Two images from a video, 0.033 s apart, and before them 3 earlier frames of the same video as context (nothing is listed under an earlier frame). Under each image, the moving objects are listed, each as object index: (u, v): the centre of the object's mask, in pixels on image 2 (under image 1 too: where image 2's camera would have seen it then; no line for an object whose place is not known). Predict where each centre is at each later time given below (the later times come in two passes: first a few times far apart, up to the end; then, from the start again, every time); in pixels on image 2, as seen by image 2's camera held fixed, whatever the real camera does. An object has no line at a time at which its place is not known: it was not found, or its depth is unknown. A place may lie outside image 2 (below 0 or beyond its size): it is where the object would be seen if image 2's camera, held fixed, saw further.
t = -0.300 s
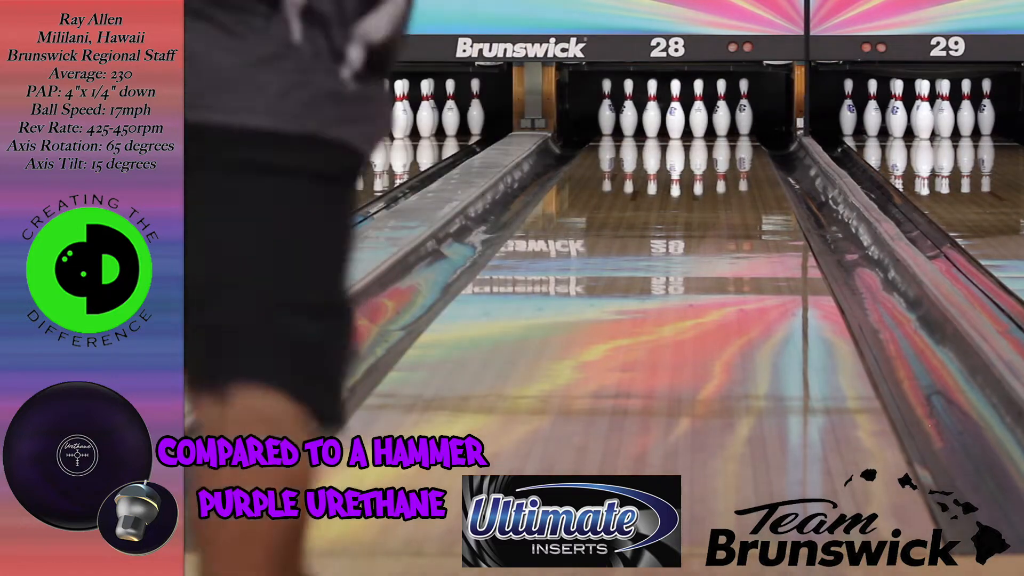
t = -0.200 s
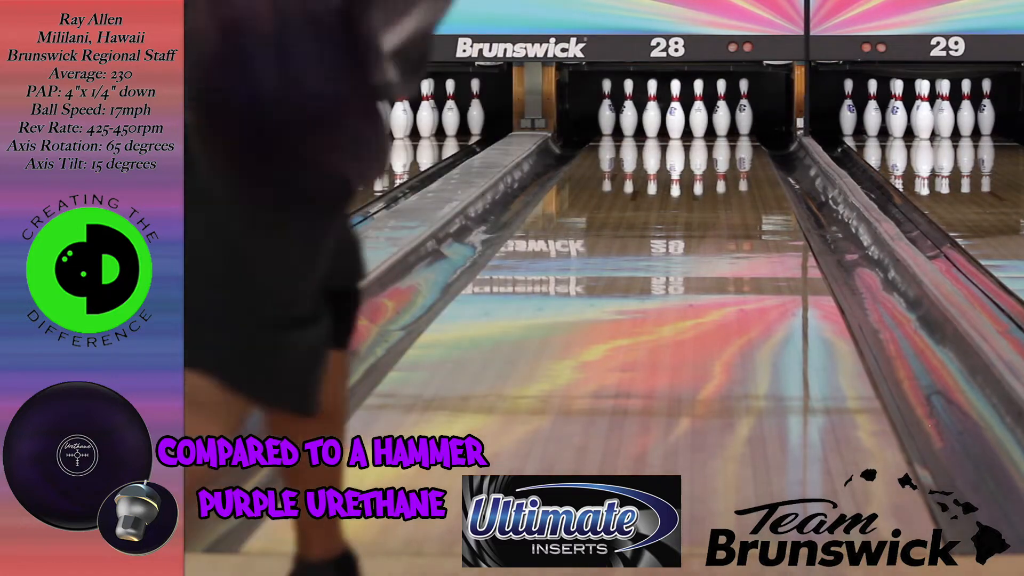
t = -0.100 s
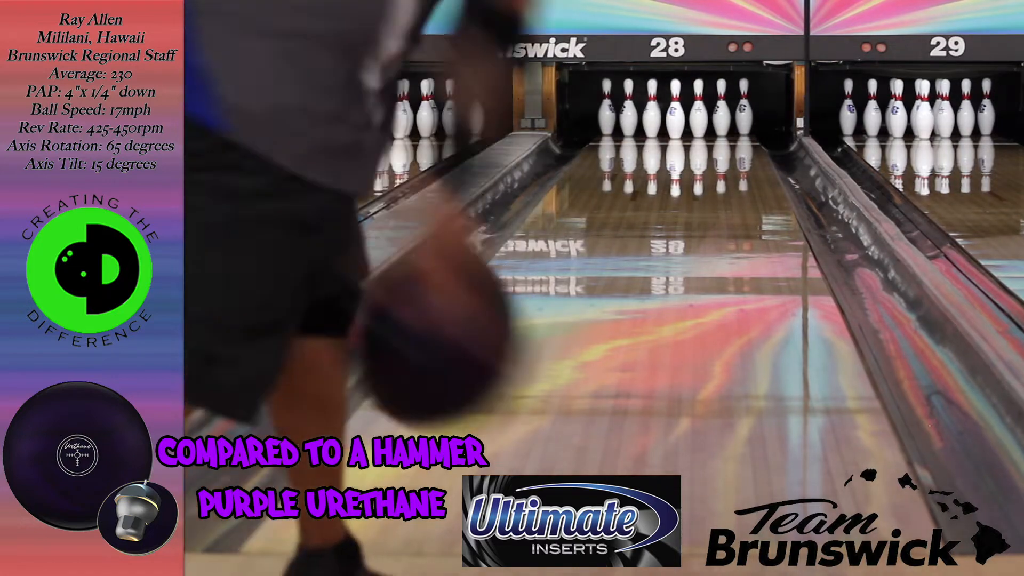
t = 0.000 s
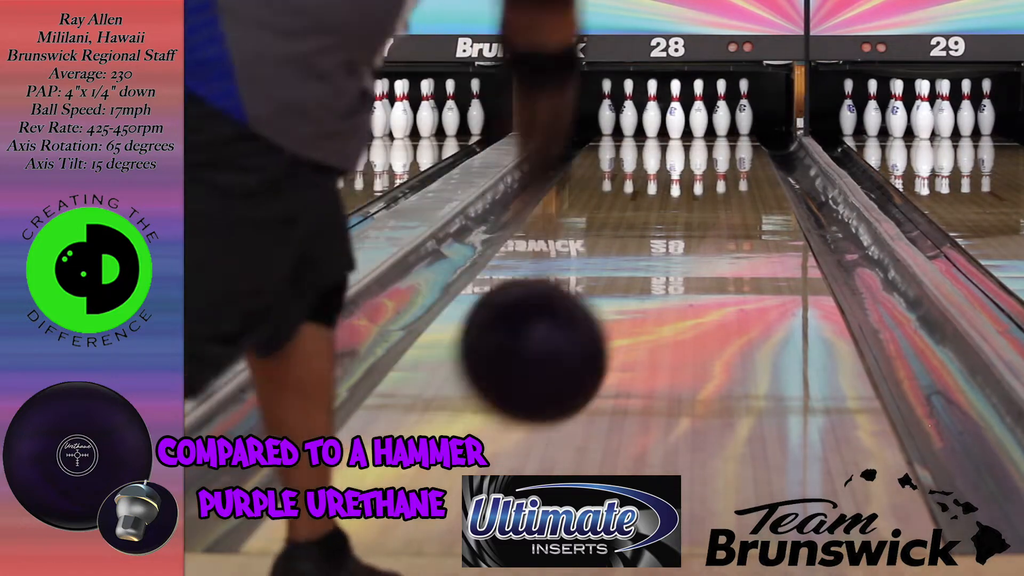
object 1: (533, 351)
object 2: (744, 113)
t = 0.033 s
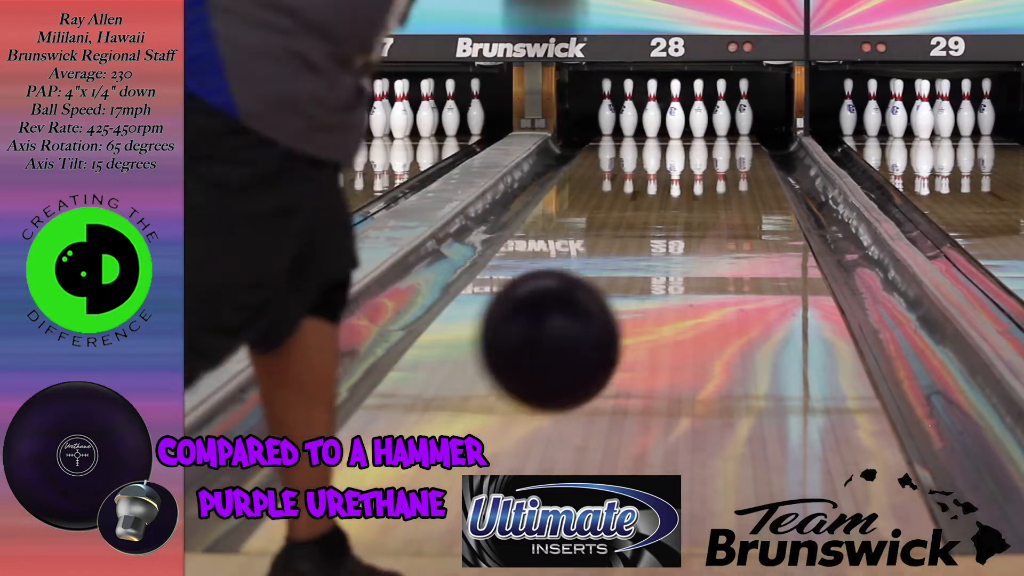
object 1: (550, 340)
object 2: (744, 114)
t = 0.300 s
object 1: (639, 340)
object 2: (744, 114)
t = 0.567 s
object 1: (686, 271)
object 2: (744, 114)
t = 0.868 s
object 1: (717, 225)
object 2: (744, 114)
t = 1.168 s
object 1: (735, 189)
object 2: (744, 113)
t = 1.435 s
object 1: (744, 167)
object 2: (744, 113)
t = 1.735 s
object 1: (745, 149)
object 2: (744, 107)
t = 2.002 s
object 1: (734, 136)
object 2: (744, 103)
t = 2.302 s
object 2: (744, 113)
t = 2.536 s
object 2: (746, 107)
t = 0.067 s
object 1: (565, 337)
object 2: (744, 114)
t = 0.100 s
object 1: (579, 341)
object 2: (744, 114)
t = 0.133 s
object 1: (591, 350)
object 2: (744, 114)
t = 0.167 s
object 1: (602, 367)
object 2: (744, 114)
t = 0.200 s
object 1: (613, 383)
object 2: (744, 114)
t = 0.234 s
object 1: (623, 365)
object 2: (744, 114)
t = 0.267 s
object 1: (631, 349)
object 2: (744, 114)
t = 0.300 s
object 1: (639, 340)
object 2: (744, 114)
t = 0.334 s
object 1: (647, 333)
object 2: (744, 114)
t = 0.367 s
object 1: (654, 323)
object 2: (744, 114)
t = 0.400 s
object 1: (660, 313)
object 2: (744, 114)
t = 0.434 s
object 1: (666, 302)
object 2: (744, 114)
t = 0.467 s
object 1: (671, 294)
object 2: (744, 114)
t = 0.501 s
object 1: (677, 286)
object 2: (744, 114)
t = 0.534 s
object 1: (682, 278)
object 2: (744, 114)
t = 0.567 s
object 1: (686, 271)
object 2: (744, 114)
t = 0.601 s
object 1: (690, 265)
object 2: (744, 114)
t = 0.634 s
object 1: (695, 259)
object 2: (744, 114)
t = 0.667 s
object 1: (699, 254)
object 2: (744, 114)
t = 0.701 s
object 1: (702, 249)
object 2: (744, 114)
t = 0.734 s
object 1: (705, 244)
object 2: (744, 114)
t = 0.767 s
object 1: (708, 239)
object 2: (744, 114)
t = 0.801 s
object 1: (711, 234)
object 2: (744, 114)
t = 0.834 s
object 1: (714, 229)
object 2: (744, 114)
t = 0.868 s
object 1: (717, 225)
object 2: (744, 114)
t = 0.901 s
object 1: (719, 220)
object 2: (744, 114)
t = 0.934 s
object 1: (721, 216)
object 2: (744, 114)
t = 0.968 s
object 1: (724, 212)
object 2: (744, 114)
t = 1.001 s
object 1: (726, 208)
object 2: (744, 114)
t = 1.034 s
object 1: (728, 204)
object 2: (744, 114)
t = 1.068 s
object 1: (730, 200)
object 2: (744, 114)
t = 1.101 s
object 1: (732, 196)
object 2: (744, 114)
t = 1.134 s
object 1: (733, 193)
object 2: (744, 114)
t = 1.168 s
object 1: (735, 189)
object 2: (744, 113)
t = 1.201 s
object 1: (736, 186)
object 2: (744, 113)
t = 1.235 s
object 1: (737, 183)
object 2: (744, 113)
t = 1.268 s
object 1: (739, 180)
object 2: (744, 114)
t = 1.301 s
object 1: (740, 177)
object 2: (744, 114)
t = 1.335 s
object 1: (741, 175)
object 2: (744, 114)
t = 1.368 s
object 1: (742, 172)
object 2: (744, 114)
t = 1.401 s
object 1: (743, 170)
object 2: (744, 114)
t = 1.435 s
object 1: (744, 167)
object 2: (744, 113)
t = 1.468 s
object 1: (745, 165)
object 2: (744, 112)
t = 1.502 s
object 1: (746, 162)
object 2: (744, 111)
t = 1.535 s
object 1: (746, 160)
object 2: (744, 110)
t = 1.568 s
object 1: (746, 158)
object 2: (744, 110)
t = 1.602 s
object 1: (746, 156)
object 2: (744, 110)
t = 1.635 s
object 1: (746, 154)
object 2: (744, 109)
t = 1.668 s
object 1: (746, 152)
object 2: (744, 108)
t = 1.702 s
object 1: (746, 150)
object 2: (744, 108)
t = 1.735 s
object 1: (745, 149)
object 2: (744, 107)
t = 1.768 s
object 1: (744, 147)
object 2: (744, 106)
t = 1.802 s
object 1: (743, 146)
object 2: (744, 106)
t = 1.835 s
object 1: (742, 144)
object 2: (744, 105)
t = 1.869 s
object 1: (741, 142)
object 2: (744, 104)
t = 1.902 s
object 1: (739, 141)
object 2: (744, 103)
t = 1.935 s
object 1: (738, 139)
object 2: (744, 103)
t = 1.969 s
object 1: (736, 138)
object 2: (744, 103)
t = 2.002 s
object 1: (734, 136)
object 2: (744, 103)
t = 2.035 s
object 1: (732, 135)
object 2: (745, 103)
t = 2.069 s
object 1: (729, 134)
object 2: (745, 104)
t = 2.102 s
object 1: (727, 132)
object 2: (744, 107)
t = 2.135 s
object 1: (725, 131)
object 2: (744, 108)
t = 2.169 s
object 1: (722, 130)
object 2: (744, 110)
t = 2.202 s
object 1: (719, 129)
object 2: (744, 112)
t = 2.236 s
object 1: (715, 127)
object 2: (744, 112)
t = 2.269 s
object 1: (713, 126)
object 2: (744, 113)
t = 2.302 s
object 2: (744, 113)
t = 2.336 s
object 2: (744, 113)
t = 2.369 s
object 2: (744, 113)
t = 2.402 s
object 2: (744, 113)
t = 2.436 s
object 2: (744, 113)
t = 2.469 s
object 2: (744, 113)
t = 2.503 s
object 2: (744, 114)
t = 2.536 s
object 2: (746, 107)
